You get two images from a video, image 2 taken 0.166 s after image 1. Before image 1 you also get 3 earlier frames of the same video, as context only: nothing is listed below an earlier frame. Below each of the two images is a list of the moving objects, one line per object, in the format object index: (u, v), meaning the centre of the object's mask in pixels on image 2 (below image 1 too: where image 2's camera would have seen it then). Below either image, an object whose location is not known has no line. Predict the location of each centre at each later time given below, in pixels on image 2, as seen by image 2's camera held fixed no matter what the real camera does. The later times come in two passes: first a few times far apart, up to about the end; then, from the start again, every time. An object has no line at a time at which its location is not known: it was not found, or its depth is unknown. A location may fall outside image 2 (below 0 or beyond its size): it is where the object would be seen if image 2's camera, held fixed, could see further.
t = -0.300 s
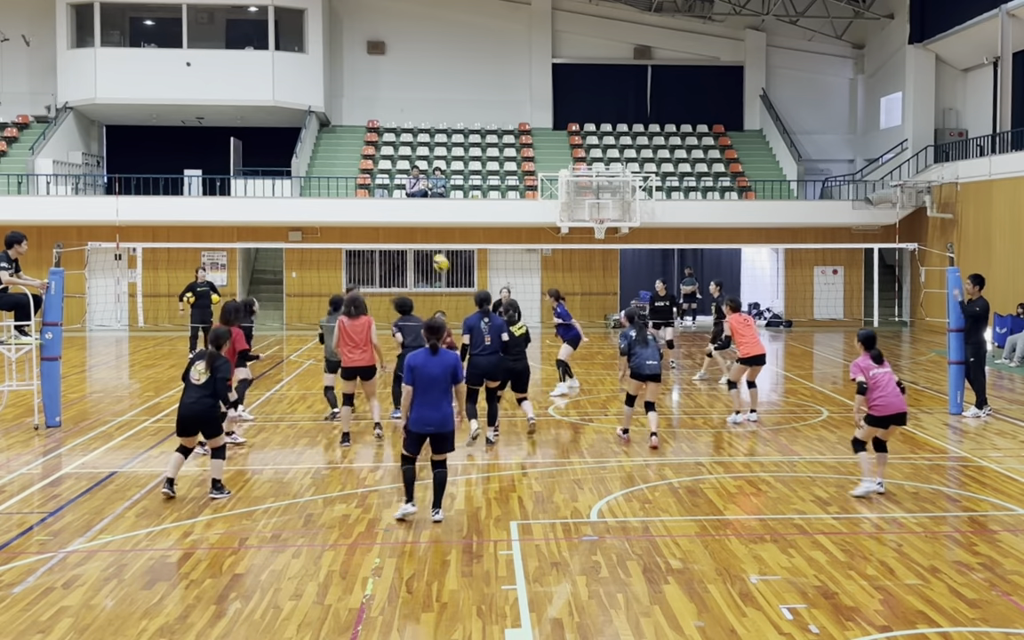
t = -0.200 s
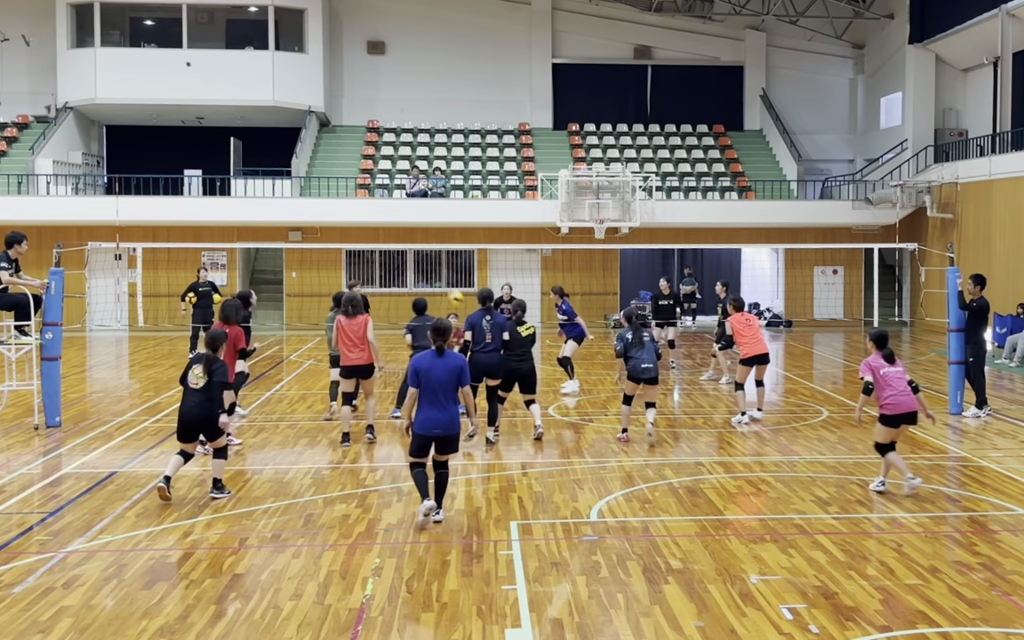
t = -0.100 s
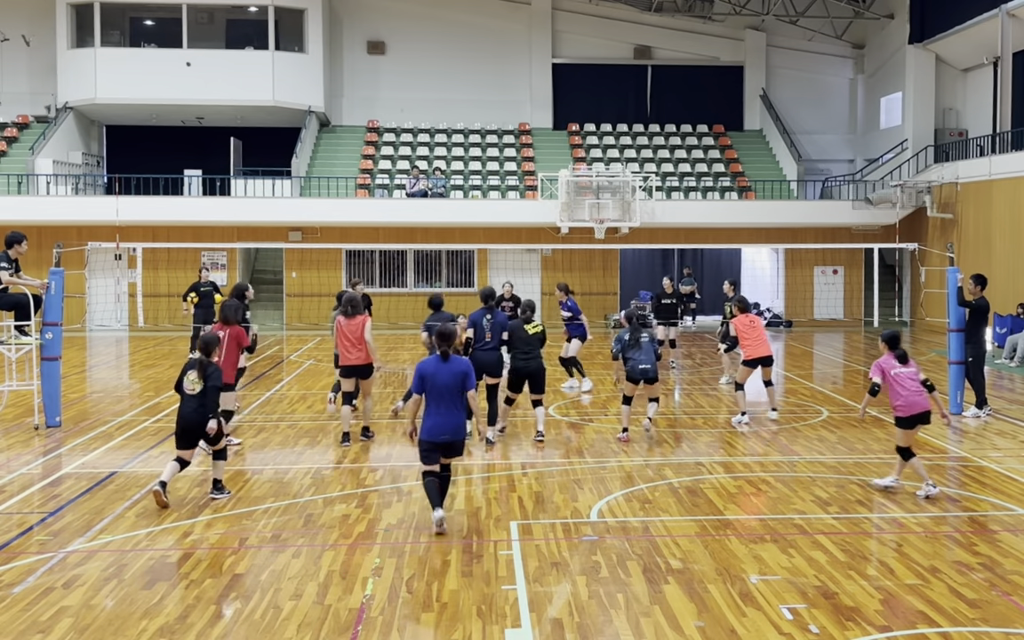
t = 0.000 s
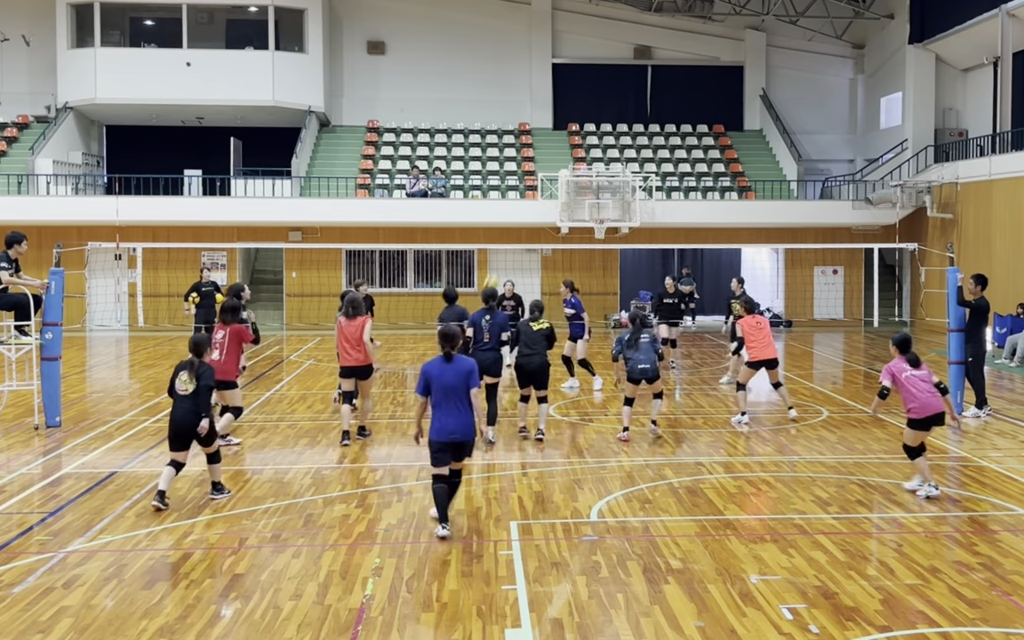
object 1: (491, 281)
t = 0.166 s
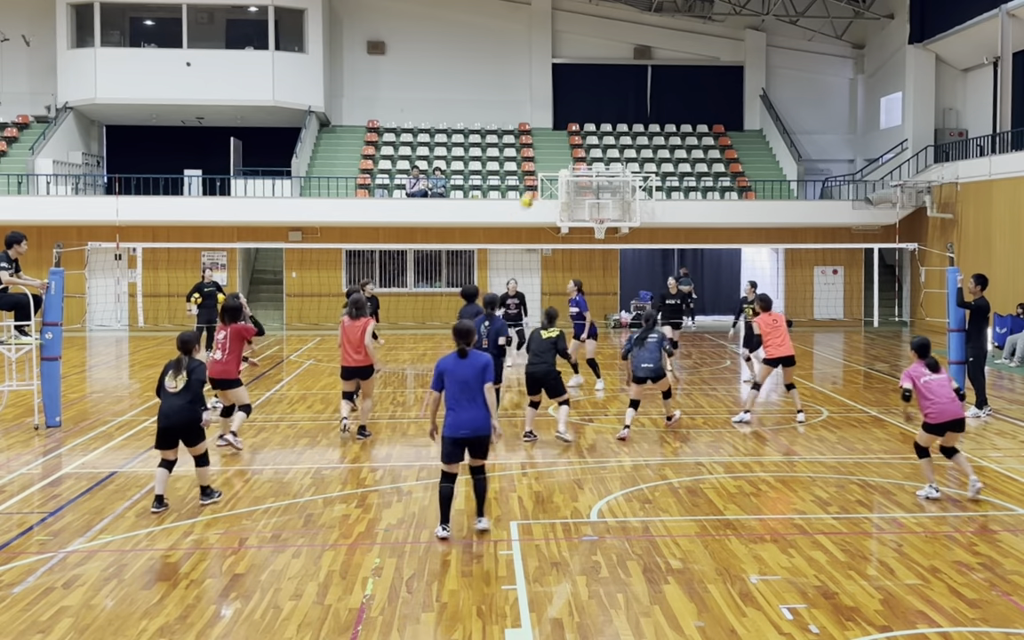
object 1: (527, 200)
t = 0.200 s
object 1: (533, 186)
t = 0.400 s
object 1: (575, 121)
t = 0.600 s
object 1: (617, 83)
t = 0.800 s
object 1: (658, 71)
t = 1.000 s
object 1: (699, 87)
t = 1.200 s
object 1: (738, 130)
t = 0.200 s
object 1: (533, 186)
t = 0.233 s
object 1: (540, 173)
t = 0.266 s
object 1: (547, 161)
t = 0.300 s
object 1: (554, 149)
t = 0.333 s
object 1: (562, 139)
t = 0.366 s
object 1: (569, 129)
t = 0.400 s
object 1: (575, 121)
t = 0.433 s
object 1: (583, 112)
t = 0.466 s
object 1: (590, 105)
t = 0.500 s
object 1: (597, 98)
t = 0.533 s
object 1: (603, 92)
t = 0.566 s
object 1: (611, 87)
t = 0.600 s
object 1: (617, 83)
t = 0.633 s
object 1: (624, 78)
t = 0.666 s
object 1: (631, 76)
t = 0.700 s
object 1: (638, 73)
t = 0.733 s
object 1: (645, 72)
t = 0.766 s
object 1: (652, 71)
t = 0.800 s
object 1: (658, 71)
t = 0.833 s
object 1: (665, 72)
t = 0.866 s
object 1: (672, 73)
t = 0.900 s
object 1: (679, 76)
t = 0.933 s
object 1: (686, 79)
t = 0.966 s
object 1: (692, 83)
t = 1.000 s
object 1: (699, 87)
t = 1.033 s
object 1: (706, 93)
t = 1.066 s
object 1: (712, 99)
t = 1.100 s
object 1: (719, 106)
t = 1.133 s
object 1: (725, 113)
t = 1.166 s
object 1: (731, 121)
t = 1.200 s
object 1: (738, 130)
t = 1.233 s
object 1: (744, 139)
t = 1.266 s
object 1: (750, 149)
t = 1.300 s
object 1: (757, 161)
